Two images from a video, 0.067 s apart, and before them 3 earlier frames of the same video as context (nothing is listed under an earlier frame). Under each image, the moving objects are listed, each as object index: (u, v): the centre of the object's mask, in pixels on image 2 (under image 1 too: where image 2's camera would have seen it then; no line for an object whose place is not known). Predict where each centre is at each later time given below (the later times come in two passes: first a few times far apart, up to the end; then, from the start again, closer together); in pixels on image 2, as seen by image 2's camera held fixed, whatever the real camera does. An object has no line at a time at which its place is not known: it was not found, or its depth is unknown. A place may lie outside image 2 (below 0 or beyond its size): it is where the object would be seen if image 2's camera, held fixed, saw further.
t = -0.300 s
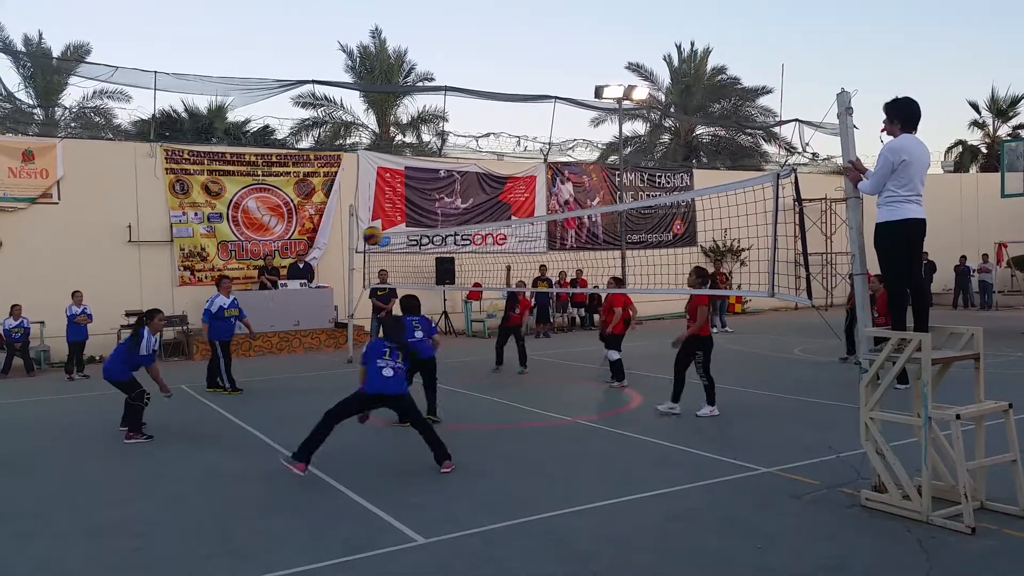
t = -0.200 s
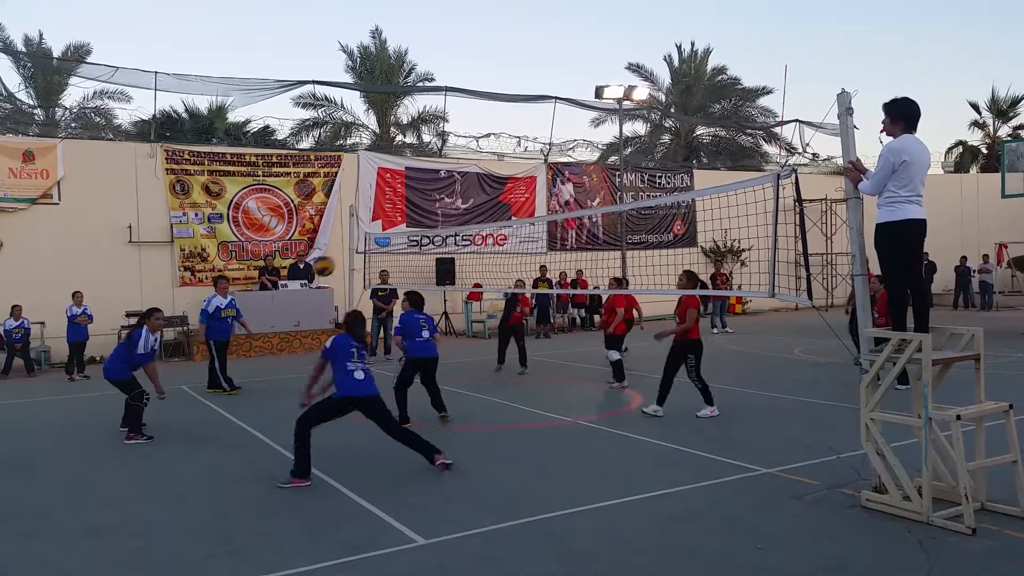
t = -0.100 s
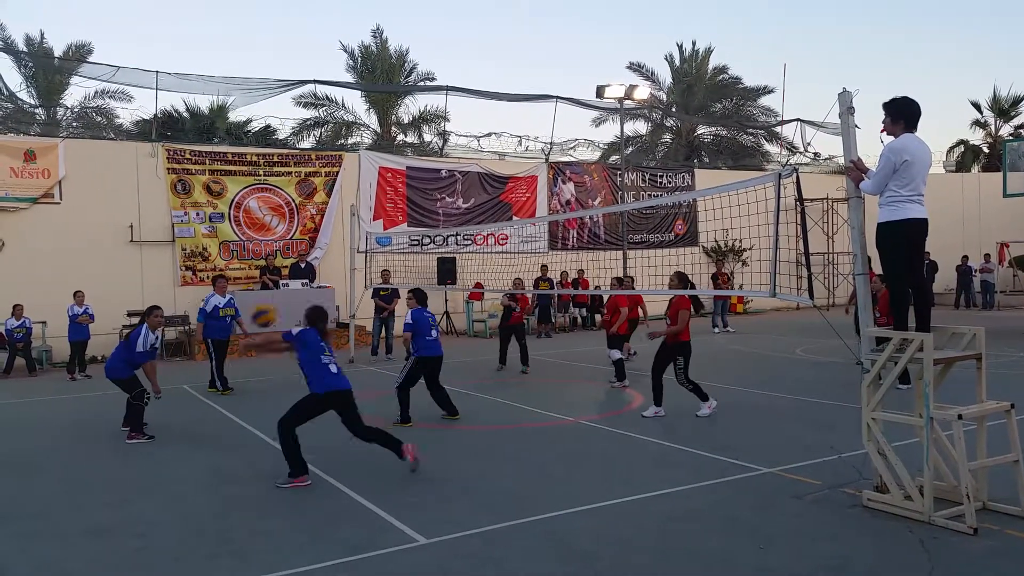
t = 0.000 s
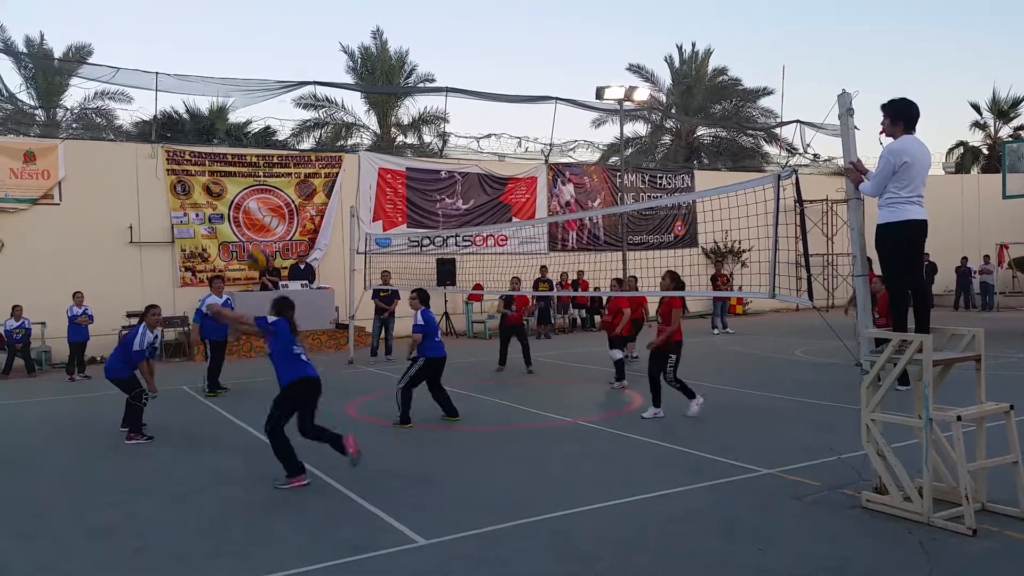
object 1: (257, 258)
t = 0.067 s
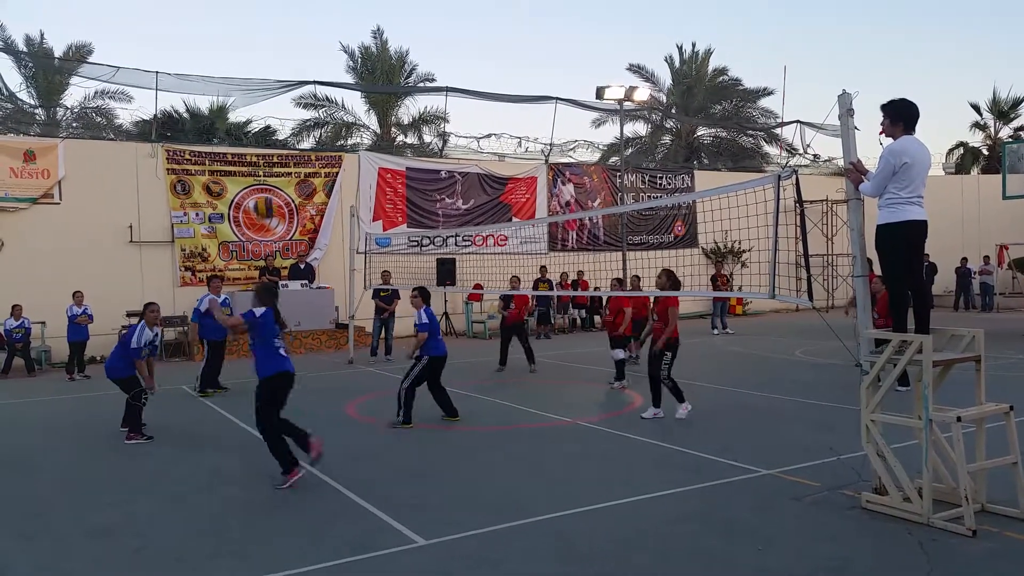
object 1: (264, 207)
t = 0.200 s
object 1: (281, 126)
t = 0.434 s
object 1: (308, 40)
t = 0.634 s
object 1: (329, 16)
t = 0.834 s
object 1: (349, 31)
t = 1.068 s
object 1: (374, 92)
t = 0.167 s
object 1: (277, 145)
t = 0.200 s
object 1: (281, 126)
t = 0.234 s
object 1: (285, 110)
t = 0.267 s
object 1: (288, 95)
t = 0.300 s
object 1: (293, 81)
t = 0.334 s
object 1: (296, 69)
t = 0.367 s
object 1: (300, 58)
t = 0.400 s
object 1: (304, 49)
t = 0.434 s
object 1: (308, 40)
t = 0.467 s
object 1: (312, 33)
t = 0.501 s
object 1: (315, 27)
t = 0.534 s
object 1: (319, 23)
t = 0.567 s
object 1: (322, 19)
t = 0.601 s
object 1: (326, 17)
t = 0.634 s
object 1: (329, 16)
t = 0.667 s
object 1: (333, 16)
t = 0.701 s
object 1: (336, 17)
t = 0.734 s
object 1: (339, 19)
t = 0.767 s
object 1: (343, 22)
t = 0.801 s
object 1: (346, 26)
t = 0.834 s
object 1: (349, 31)
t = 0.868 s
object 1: (352, 37)
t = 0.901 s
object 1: (356, 44)
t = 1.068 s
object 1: (374, 92)
